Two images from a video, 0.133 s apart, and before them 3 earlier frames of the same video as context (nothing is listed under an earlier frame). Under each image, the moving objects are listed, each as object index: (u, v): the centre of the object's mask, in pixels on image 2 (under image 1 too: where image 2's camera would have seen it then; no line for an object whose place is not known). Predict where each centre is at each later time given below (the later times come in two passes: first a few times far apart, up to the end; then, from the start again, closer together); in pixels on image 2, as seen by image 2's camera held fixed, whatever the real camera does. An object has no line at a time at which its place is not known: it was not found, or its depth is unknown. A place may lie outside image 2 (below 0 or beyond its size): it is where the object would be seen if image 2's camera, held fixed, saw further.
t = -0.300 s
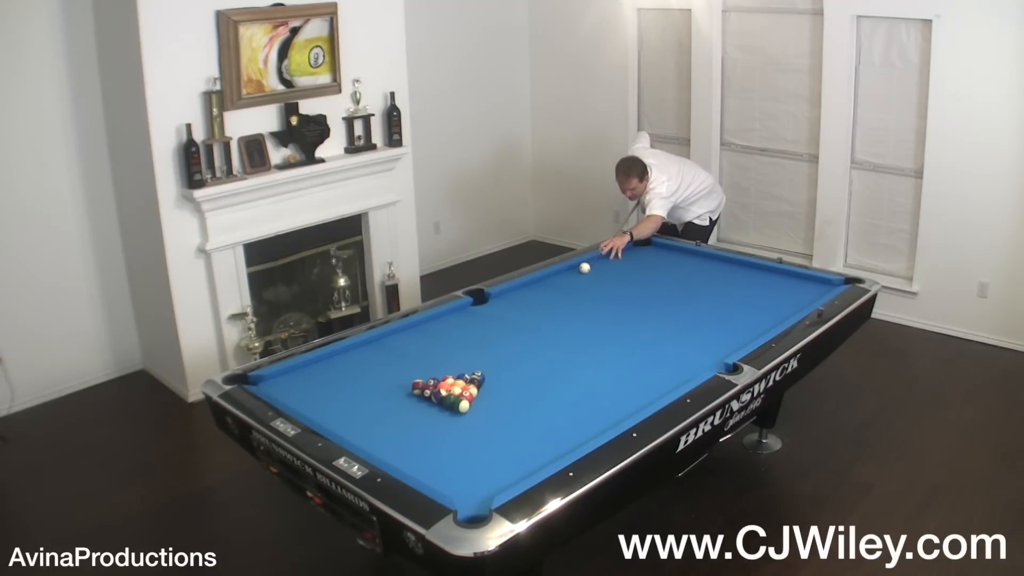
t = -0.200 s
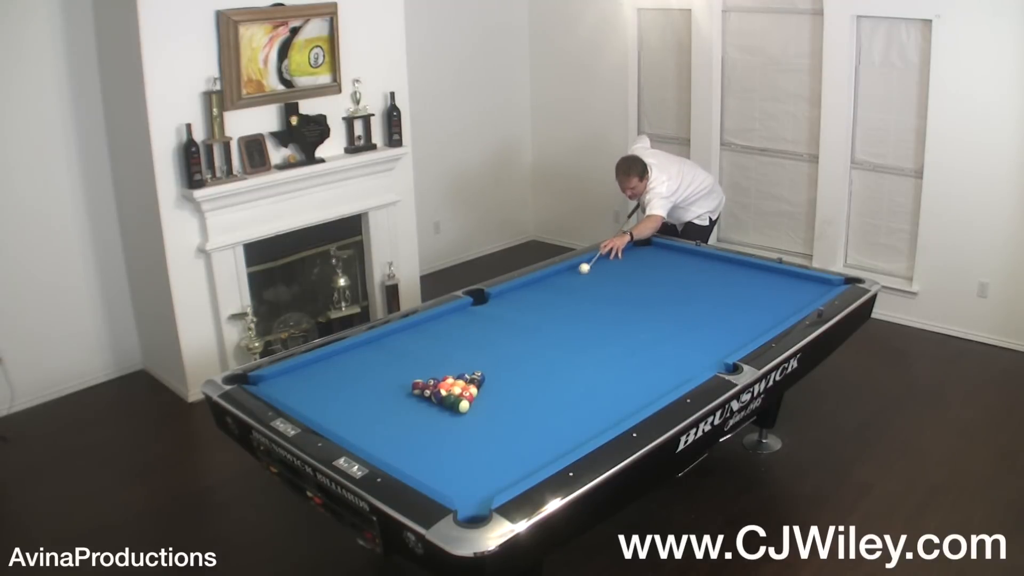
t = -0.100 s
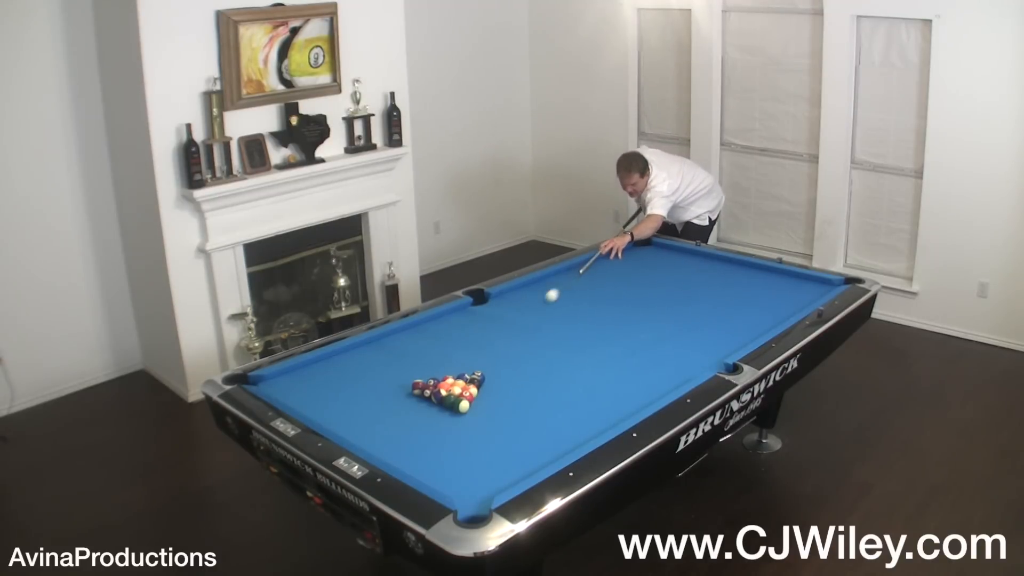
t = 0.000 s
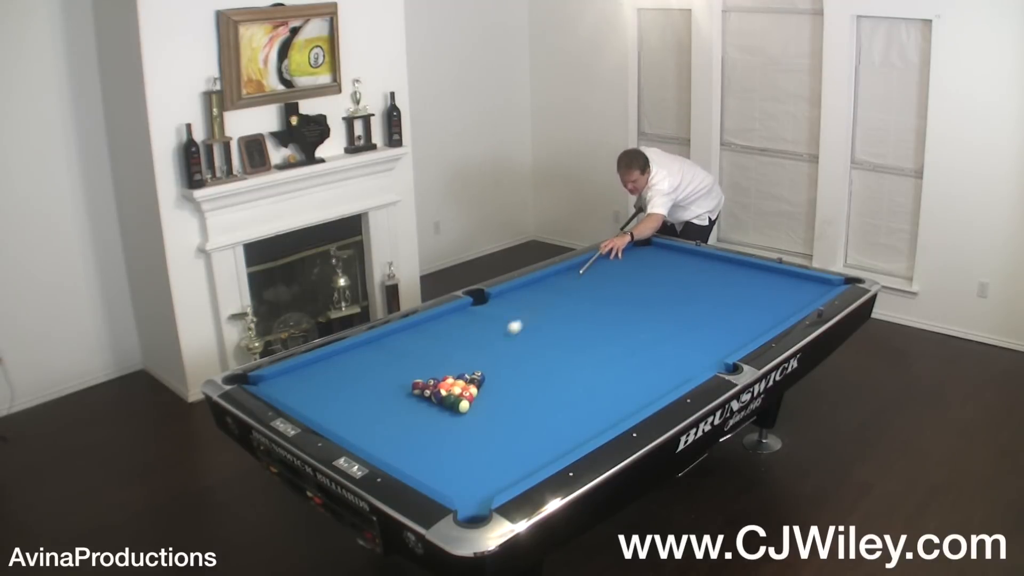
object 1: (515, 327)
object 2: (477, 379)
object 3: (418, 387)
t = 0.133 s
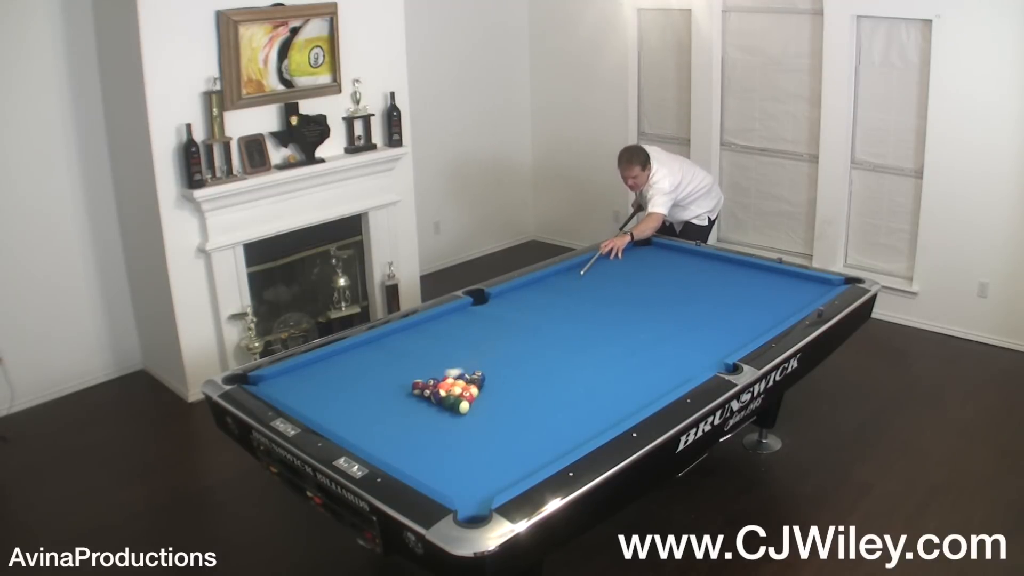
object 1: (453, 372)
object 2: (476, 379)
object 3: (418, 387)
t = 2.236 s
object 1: (480, 444)
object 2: (610, 344)
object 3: (334, 378)
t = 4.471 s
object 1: (549, 447)
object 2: (573, 298)
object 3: (325, 377)
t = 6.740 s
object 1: (549, 445)
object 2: (567, 286)
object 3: (325, 377)
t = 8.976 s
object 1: (549, 444)
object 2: (567, 286)
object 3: (325, 377)
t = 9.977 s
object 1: (549, 445)
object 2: (567, 286)
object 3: (325, 377)
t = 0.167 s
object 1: (431, 374)
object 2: (482, 381)
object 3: (416, 387)
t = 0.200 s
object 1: (409, 376)
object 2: (497, 387)
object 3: (414, 387)
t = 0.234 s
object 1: (388, 376)
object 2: (505, 387)
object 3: (412, 386)
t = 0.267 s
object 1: (368, 376)
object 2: (512, 389)
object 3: (410, 386)
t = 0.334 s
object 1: (331, 376)
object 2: (529, 389)
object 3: (406, 386)
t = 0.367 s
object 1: (314, 375)
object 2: (537, 390)
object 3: (404, 386)
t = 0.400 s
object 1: (297, 375)
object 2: (545, 391)
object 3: (402, 385)
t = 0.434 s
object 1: (282, 375)
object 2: (553, 391)
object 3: (400, 385)
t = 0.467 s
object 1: (275, 378)
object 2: (560, 391)
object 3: (398, 385)
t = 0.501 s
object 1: (272, 383)
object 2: (568, 392)
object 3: (397, 385)
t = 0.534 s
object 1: (269, 388)
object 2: (576, 392)
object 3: (395, 384)
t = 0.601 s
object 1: (284, 391)
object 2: (592, 394)
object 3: (391, 384)
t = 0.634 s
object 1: (292, 392)
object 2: (600, 394)
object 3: (390, 384)
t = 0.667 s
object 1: (300, 393)
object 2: (608, 395)
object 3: (388, 384)
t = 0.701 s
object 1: (308, 394)
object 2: (616, 395)
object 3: (387, 383)
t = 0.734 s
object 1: (316, 395)
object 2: (624, 396)
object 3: (385, 383)
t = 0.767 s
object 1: (324, 395)
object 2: (631, 396)
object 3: (383, 383)
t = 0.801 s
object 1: (332, 396)
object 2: (639, 397)
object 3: (382, 383)
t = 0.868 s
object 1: (349, 398)
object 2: (654, 396)
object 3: (379, 383)
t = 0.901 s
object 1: (357, 399)
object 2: (657, 395)
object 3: (377, 382)
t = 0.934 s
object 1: (366, 399)
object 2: (655, 394)
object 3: (375, 382)
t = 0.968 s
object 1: (374, 400)
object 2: (654, 394)
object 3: (373, 382)
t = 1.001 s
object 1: (383, 401)
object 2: (653, 392)
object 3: (372, 382)
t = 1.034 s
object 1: (386, 403)
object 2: (652, 390)
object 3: (370, 382)
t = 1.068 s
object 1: (388, 405)
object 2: (650, 388)
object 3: (369, 382)
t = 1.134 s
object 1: (393, 408)
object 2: (647, 385)
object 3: (367, 382)
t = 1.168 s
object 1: (396, 410)
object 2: (645, 384)
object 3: (365, 381)
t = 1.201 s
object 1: (399, 413)
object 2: (644, 382)
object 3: (364, 381)
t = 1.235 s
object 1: (403, 414)
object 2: (643, 381)
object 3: (363, 381)
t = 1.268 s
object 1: (405, 416)
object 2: (641, 379)
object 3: (361, 381)
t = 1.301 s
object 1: (408, 418)
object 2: (640, 378)
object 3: (360, 380)
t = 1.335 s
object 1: (412, 420)
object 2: (639, 376)
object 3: (359, 380)
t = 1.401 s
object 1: (417, 422)
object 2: (636, 374)
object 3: (356, 380)
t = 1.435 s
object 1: (420, 423)
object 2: (635, 372)
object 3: (355, 380)
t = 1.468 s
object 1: (423, 424)
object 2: (634, 371)
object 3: (354, 379)
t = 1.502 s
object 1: (426, 425)
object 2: (632, 369)
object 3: (353, 379)
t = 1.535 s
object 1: (430, 426)
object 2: (632, 368)
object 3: (352, 379)
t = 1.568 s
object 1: (432, 428)
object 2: (630, 366)
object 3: (351, 379)
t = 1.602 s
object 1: (435, 429)
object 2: (629, 365)
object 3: (350, 379)
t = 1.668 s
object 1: (439, 431)
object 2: (627, 363)
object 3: (348, 379)
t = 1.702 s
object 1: (441, 432)
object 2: (626, 362)
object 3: (347, 379)
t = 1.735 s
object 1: (444, 432)
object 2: (624, 360)
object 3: (346, 379)
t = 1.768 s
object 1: (446, 433)
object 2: (623, 359)
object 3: (345, 379)
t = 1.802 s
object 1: (449, 434)
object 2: (622, 358)
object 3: (344, 379)
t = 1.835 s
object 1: (451, 435)
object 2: (621, 357)
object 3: (343, 378)
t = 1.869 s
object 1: (454, 436)
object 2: (620, 355)
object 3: (342, 378)
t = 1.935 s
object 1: (458, 437)
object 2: (618, 353)
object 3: (341, 378)
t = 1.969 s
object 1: (461, 438)
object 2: (617, 352)
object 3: (340, 379)
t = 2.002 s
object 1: (463, 439)
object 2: (616, 351)
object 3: (339, 378)
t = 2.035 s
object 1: (466, 439)
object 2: (615, 350)
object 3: (338, 378)
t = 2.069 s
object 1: (468, 440)
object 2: (614, 349)
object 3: (338, 378)
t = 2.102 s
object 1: (471, 441)
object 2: (613, 348)
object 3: (337, 378)
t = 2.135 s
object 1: (473, 442)
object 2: (612, 347)
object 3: (336, 378)
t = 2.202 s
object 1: (478, 443)
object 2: (610, 345)
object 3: (335, 378)
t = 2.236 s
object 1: (480, 444)
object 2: (610, 344)
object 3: (334, 378)
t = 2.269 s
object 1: (482, 444)
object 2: (609, 342)
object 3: (333, 378)
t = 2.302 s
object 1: (484, 445)
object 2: (608, 341)
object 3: (333, 378)
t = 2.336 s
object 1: (487, 446)
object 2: (607, 341)
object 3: (332, 378)
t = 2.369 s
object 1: (489, 446)
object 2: (606, 339)
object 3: (331, 377)
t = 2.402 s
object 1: (491, 447)
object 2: (605, 338)
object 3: (331, 377)
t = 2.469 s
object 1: (496, 448)
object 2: (604, 336)
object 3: (330, 377)
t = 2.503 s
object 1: (498, 449)
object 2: (603, 336)
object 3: (329, 377)
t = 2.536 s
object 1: (500, 449)
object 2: (602, 335)
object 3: (329, 377)
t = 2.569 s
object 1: (502, 450)
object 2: (601, 334)
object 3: (329, 377)
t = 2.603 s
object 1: (504, 451)
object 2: (600, 333)
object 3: (328, 377)
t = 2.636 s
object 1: (506, 451)
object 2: (599, 332)
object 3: (328, 377)
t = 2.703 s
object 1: (511, 452)
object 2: (598, 330)
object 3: (327, 377)
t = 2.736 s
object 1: (513, 453)
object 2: (597, 329)
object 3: (327, 377)
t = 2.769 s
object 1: (515, 454)
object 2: (597, 329)
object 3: (327, 377)
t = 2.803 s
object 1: (517, 454)
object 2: (596, 328)
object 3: (326, 377)
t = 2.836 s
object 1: (519, 455)
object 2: (595, 327)
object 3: (326, 377)
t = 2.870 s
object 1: (520, 455)
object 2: (595, 326)
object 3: (326, 377)
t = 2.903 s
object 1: (522, 456)
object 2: (594, 325)
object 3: (326, 377)
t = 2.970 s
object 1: (526, 457)
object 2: (593, 323)
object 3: (326, 377)
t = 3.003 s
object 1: (528, 458)
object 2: (592, 323)
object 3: (325, 377)
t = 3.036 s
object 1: (530, 458)
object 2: (591, 322)
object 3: (325, 377)
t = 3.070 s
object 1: (532, 459)
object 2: (591, 321)
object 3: (325, 377)
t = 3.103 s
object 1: (534, 460)
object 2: (590, 321)
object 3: (325, 377)
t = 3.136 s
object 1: (536, 460)
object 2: (590, 320)
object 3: (325, 377)
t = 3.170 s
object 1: (537, 460)
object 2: (589, 319)
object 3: (325, 377)
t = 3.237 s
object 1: (540, 461)
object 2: (588, 318)
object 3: (325, 377)
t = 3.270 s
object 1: (542, 461)
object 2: (587, 317)
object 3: (325, 377)
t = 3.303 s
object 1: (544, 461)
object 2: (587, 316)
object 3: (325, 377)
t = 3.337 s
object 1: (545, 461)
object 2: (586, 316)
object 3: (325, 377)
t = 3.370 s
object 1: (547, 461)
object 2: (586, 315)
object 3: (325, 377)
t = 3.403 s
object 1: (547, 460)
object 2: (585, 314)
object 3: (325, 377)
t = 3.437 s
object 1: (547, 460)
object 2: (584, 314)
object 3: (325, 377)
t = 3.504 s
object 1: (547, 459)
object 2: (583, 312)
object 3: (325, 377)
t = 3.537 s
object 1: (548, 458)
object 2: (583, 312)
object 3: (325, 377)
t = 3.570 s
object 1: (548, 457)
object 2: (583, 311)
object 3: (325, 377)
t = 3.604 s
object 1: (548, 457)
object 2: (582, 311)
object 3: (325, 377)
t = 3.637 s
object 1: (548, 457)
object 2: (582, 310)
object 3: (325, 377)
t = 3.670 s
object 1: (548, 457)
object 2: (581, 309)
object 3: (325, 377)
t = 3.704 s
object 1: (548, 456)
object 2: (581, 309)
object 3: (325, 377)
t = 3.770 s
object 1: (548, 455)
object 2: (580, 308)
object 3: (325, 377)
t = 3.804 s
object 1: (548, 455)
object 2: (580, 307)
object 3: (325, 377)
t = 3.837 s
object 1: (548, 454)
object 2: (579, 307)
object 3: (325, 377)
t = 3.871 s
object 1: (548, 454)
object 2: (579, 306)
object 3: (325, 377)
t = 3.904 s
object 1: (548, 453)
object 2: (578, 306)
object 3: (325, 377)
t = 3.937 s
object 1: (548, 453)
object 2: (578, 305)
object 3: (325, 377)
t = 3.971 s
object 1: (548, 452)
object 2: (578, 305)
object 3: (325, 377)
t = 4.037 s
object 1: (548, 452)
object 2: (577, 304)
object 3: (325, 377)
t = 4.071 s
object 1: (549, 451)
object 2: (577, 303)
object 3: (325, 377)
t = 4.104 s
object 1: (548, 451)
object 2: (576, 303)
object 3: (325, 377)
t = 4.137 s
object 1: (549, 450)
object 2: (576, 302)
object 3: (325, 377)
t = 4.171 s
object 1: (549, 450)
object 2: (576, 302)
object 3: (325, 377)
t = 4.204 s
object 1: (549, 450)
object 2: (575, 301)
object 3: (325, 377)
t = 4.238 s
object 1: (549, 449)
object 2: (575, 301)
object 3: (325, 377)
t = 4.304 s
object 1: (549, 449)
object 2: (574, 300)
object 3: (325, 377)
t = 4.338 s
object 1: (549, 448)
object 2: (574, 300)
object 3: (325, 377)
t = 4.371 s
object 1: (549, 448)
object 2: (574, 299)
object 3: (325, 377)
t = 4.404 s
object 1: (549, 448)
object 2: (574, 299)
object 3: (325, 377)
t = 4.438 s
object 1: (549, 447)
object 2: (573, 298)
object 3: (325, 377)
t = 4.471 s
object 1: (549, 447)
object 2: (573, 298)
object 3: (325, 377)
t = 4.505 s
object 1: (549, 447)
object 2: (573, 297)
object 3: (325, 377)
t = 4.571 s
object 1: (549, 446)
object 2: (572, 297)
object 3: (325, 377)
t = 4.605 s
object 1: (549, 446)
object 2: (572, 296)
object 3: (325, 377)
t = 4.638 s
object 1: (549, 446)
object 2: (572, 296)
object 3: (325, 377)
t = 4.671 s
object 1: (549, 446)
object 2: (571, 296)
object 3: (325, 377)
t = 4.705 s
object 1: (549, 446)
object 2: (571, 295)
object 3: (325, 377)
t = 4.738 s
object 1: (549, 445)
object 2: (571, 295)
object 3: (325, 377)
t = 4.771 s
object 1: (549, 445)
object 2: (571, 295)
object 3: (325, 377)
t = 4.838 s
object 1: (549, 445)
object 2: (571, 294)
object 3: (325, 377)
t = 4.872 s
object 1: (549, 445)
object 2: (570, 293)
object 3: (325, 377)
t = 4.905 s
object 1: (549, 445)
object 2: (570, 293)
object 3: (325, 377)
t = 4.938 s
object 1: (549, 445)
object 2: (570, 293)
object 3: (325, 377)
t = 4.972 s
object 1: (549, 445)
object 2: (570, 293)
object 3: (325, 377)
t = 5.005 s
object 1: (549, 445)
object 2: (570, 293)
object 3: (325, 377)
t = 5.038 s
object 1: (549, 445)
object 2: (570, 292)
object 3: (325, 377)
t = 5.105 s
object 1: (549, 444)
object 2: (569, 291)
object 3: (325, 377)
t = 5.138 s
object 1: (549, 445)
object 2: (569, 291)
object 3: (325, 377)
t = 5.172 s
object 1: (549, 444)
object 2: (569, 291)
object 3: (325, 377)
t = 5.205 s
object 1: (549, 444)
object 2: (569, 291)
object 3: (325, 377)
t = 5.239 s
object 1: (549, 444)
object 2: (569, 290)
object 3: (325, 377)
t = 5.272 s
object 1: (549, 444)
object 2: (569, 290)
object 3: (325, 377)
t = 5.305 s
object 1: (549, 444)
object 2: (569, 290)
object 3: (325, 377)
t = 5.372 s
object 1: (549, 444)
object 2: (569, 289)
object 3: (325, 377)
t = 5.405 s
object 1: (549, 445)
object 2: (568, 289)
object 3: (325, 377)
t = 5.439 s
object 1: (549, 445)
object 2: (568, 289)
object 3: (325, 377)
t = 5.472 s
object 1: (549, 444)
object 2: (568, 289)
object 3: (325, 377)
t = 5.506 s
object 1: (549, 444)
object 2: (568, 289)
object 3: (325, 377)
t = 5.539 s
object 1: (549, 444)
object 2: (568, 289)
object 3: (325, 377)
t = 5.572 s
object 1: (549, 444)
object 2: (568, 288)
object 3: (325, 377)
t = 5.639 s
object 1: (549, 444)
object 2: (568, 288)
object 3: (325, 377)
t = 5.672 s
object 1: (549, 445)
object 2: (568, 288)
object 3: (325, 377)
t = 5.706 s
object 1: (549, 445)
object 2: (568, 288)
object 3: (325, 377)
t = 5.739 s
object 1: (549, 444)
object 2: (568, 288)
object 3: (325, 377)
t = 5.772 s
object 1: (549, 444)
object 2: (568, 287)
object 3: (325, 377)
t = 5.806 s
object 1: (549, 444)
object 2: (568, 287)
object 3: (325, 377)
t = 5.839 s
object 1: (549, 445)
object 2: (568, 287)
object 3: (325, 377)
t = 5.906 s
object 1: (549, 445)
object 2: (568, 287)
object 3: (325, 377)
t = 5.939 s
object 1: (549, 444)
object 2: (568, 287)
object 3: (325, 377)
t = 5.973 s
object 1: (549, 444)
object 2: (568, 287)
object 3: (325, 377)
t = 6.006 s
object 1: (549, 444)
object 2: (567, 287)
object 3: (325, 377)
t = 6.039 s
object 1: (549, 444)
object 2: (567, 287)
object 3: (325, 377)
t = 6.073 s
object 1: (549, 445)
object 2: (567, 287)
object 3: (325, 377)
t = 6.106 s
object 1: (549, 444)
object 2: (567, 286)
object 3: (325, 377)
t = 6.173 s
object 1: (549, 445)
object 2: (567, 286)
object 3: (325, 377)
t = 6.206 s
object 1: (549, 445)
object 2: (567, 286)
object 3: (325, 377)
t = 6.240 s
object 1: (549, 445)
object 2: (567, 286)
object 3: (325, 377)
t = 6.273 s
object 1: (549, 444)
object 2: (567, 286)
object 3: (325, 377)
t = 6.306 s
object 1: (549, 444)
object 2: (568, 286)
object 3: (325, 377)
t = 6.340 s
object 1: (549, 445)
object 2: (567, 286)
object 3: (325, 377)
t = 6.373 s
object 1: (549, 444)
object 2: (567, 286)
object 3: (325, 377)
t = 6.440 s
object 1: (549, 444)
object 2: (567, 286)
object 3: (325, 377)
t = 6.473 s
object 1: (549, 445)
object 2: (567, 286)
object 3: (325, 377)
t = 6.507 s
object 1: (549, 444)
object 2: (567, 286)
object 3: (325, 377)
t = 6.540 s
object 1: (549, 444)
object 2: (567, 286)
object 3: (325, 377)
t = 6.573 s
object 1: (549, 444)
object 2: (567, 286)
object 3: (325, 377)
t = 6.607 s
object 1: (549, 445)
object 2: (567, 286)
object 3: (325, 377)
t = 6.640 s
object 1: (549, 444)
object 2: (567, 286)
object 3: (325, 377)
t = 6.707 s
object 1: (549, 444)
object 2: (567, 286)
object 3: (325, 377)
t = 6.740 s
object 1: (549, 445)
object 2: (567, 286)
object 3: (325, 377)
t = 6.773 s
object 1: (549, 445)
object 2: (567, 286)
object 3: (325, 377)
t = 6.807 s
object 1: (549, 444)
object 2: (567, 286)
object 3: (325, 377)
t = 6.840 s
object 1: (549, 444)
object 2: (567, 286)
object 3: (325, 377)
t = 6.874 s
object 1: (549, 445)
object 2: (567, 286)
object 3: (325, 377)
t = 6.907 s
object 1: (549, 445)
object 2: (567, 286)
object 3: (325, 377)
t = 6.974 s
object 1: (549, 444)
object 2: (567, 286)
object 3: (325, 377)
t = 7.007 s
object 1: (549, 444)
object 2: (567, 286)
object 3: (325, 377)
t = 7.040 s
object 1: (549, 444)
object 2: (567, 286)
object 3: (325, 377)
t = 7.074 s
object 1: (549, 445)
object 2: (567, 286)
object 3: (325, 377)
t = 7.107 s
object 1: (549, 444)
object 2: (567, 286)
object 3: (325, 377)
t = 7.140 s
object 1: (549, 445)
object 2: (567, 286)
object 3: (325, 377)
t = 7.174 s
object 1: (549, 444)
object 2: (567, 286)
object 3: (325, 377)
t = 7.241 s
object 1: (549, 444)
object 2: (567, 286)
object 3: (325, 377)
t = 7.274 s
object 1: (549, 445)
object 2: (567, 286)
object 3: (325, 377)
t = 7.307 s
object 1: (549, 445)
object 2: (567, 286)
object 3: (325, 377)
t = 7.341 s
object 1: (549, 444)
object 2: (567, 286)
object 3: (325, 377)
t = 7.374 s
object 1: (549, 445)
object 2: (567, 286)
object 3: (325, 377)
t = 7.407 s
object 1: (549, 444)
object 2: (567, 286)
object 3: (325, 377)
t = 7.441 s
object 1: (549, 444)
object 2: (567, 286)
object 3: (325, 377)
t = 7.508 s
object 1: (549, 444)
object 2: (567, 286)
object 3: (325, 377)
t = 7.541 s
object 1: (549, 445)
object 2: (567, 286)
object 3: (325, 377)
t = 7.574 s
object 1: (549, 444)
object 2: (567, 286)
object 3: (325, 377)
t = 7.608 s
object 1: (549, 444)
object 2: (567, 286)
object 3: (325, 377)
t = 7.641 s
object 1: (549, 445)
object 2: (567, 286)
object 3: (325, 377)
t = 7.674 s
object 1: (549, 444)
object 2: (567, 286)
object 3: (325, 377)
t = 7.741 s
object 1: (549, 444)
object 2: (567, 286)
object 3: (325, 377)
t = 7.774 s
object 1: (549, 444)
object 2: (567, 286)
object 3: (325, 377)
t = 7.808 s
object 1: (549, 445)
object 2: (567, 286)
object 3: (325, 377)
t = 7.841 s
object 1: (549, 444)
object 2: (567, 286)
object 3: (325, 377)
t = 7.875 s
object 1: (549, 444)
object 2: (567, 286)
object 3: (325, 377)
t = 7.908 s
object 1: (549, 445)
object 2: (567, 286)
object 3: (325, 377)
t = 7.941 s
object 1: (549, 445)
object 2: (567, 286)
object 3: (325, 377)
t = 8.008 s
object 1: (549, 444)
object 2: (567, 286)
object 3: (325, 377)
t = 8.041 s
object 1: (549, 445)
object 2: (567, 286)
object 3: (325, 377)
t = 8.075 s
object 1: (549, 445)
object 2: (567, 286)
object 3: (325, 377)
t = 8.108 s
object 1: (549, 444)
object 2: (567, 286)
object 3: (325, 377)
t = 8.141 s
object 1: (549, 445)
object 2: (567, 286)
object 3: (325, 377)
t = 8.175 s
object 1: (549, 444)
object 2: (567, 286)
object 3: (325, 377)
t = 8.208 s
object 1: (549, 444)
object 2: (567, 286)
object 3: (325, 377)
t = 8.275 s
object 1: (549, 444)
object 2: (567, 286)
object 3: (325, 377)
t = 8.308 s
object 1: (549, 444)
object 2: (567, 286)
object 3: (325, 377)
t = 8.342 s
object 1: (549, 444)
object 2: (567, 286)
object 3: (325, 377)
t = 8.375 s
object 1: (549, 445)
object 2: (567, 286)
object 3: (325, 377)
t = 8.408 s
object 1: (549, 444)
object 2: (567, 286)
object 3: (325, 377)
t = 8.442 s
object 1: (549, 445)
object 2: (567, 286)
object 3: (325, 377)
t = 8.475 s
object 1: (549, 445)
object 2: (567, 286)
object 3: (325, 377)
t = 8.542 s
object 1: (549, 444)
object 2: (567, 286)
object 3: (325, 377)
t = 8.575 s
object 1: (549, 445)
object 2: (567, 286)
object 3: (325, 377)
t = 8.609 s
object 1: (549, 445)
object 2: (567, 286)
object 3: (325, 377)
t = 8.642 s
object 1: (549, 444)
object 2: (567, 286)
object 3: (325, 377)
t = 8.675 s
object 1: (549, 445)
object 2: (567, 286)
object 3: (325, 377)
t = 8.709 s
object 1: (549, 444)
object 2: (567, 286)
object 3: (325, 377)
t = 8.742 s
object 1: (549, 444)
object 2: (567, 286)
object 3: (325, 377)
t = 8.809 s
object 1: (549, 444)
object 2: (567, 286)
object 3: (325, 377)
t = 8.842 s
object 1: (549, 445)
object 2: (567, 286)
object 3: (325, 377)
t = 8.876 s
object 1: (549, 444)
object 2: (567, 286)
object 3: (325, 377)
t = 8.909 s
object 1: (549, 444)
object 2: (567, 286)
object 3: (325, 377)
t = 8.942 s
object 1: (549, 444)
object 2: (567, 286)
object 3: (325, 377)
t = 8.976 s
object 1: (549, 444)
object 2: (567, 286)
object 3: (325, 377)
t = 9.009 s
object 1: (549, 444)
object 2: (567, 286)
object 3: (325, 377)
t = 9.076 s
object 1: (549, 444)
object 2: (567, 286)
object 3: (325, 377)
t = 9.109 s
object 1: (549, 445)
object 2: (567, 286)
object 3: (325, 377)
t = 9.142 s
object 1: (549, 445)
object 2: (567, 286)
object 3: (325, 377)
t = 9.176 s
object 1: (549, 444)
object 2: (567, 286)
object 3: (325, 377)
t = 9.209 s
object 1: (549, 444)
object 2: (567, 286)
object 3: (325, 377)
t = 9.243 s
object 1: (549, 445)
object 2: (567, 286)
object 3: (325, 377)
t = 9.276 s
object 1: (549, 444)
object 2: (567, 286)
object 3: (325, 377)
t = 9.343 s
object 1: (549, 445)
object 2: (567, 286)
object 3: (325, 377)
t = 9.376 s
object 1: (549, 445)
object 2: (567, 286)
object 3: (325, 377)
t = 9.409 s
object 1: (549, 444)
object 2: (567, 286)
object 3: (325, 377)
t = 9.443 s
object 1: (549, 444)
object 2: (567, 286)
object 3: (325, 377)
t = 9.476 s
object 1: (549, 444)
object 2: (567, 286)
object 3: (325, 377)
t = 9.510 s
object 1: (549, 445)
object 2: (567, 286)
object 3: (325, 377)
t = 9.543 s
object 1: (549, 444)
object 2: (567, 286)
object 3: (325, 377)
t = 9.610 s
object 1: (549, 444)
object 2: (567, 286)
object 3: (325, 377)
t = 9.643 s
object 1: (549, 444)
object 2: (567, 286)
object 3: (325, 377)
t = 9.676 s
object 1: (549, 444)
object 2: (567, 286)
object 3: (325, 377)
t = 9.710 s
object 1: (549, 445)
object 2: (567, 286)
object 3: (325, 377)
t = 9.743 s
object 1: (549, 445)
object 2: (567, 286)
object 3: (325, 377)
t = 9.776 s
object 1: (549, 444)
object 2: (567, 286)
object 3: (325, 377)
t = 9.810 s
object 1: (549, 444)
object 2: (567, 286)
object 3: (325, 377)
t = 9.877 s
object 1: (549, 445)
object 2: (567, 286)
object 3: (325, 377)
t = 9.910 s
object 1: (549, 444)
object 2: (567, 286)
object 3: (325, 377)
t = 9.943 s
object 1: (549, 444)
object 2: (567, 286)
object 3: (325, 377)
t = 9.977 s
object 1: (549, 445)
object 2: (567, 286)
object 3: (325, 377)
